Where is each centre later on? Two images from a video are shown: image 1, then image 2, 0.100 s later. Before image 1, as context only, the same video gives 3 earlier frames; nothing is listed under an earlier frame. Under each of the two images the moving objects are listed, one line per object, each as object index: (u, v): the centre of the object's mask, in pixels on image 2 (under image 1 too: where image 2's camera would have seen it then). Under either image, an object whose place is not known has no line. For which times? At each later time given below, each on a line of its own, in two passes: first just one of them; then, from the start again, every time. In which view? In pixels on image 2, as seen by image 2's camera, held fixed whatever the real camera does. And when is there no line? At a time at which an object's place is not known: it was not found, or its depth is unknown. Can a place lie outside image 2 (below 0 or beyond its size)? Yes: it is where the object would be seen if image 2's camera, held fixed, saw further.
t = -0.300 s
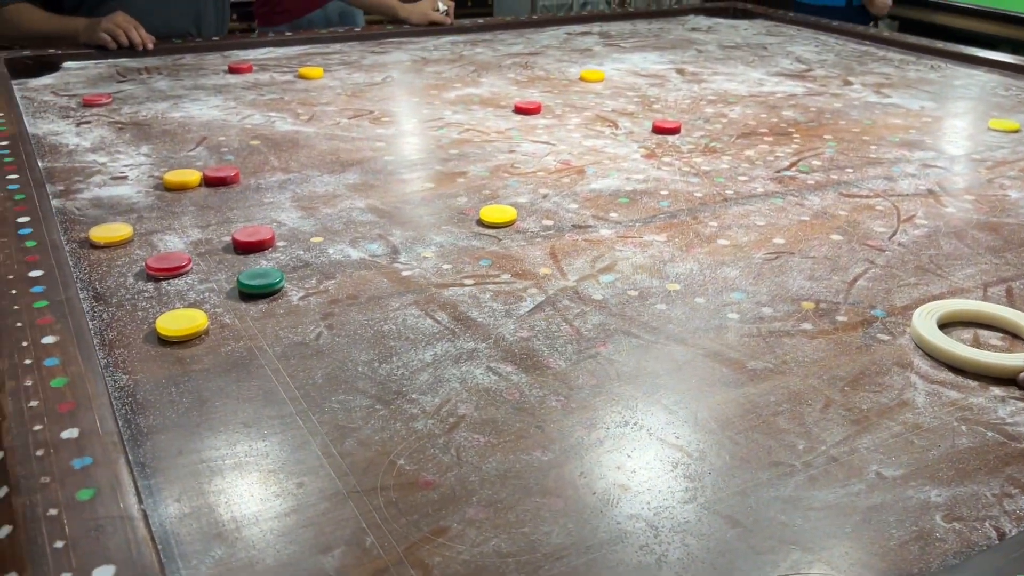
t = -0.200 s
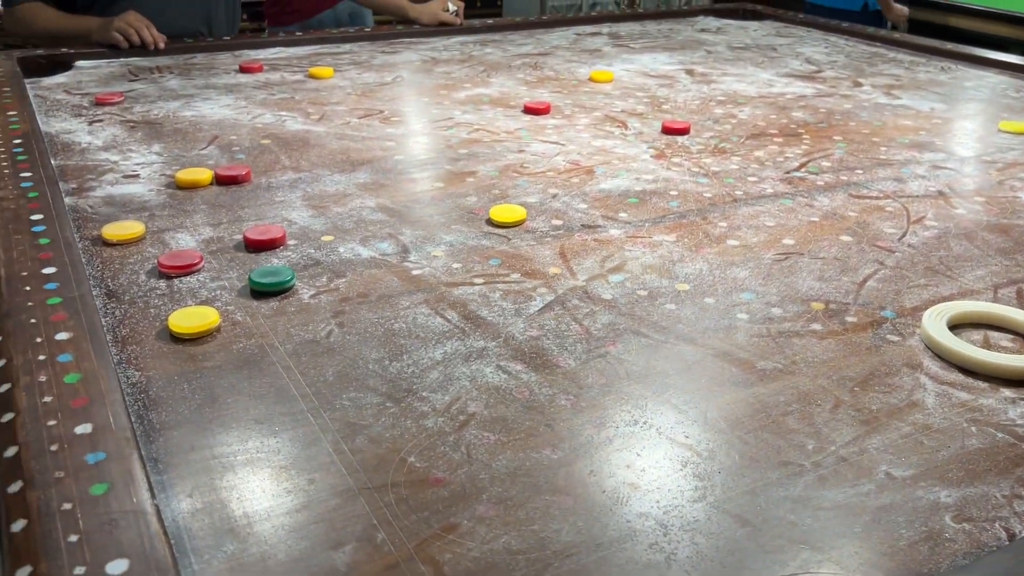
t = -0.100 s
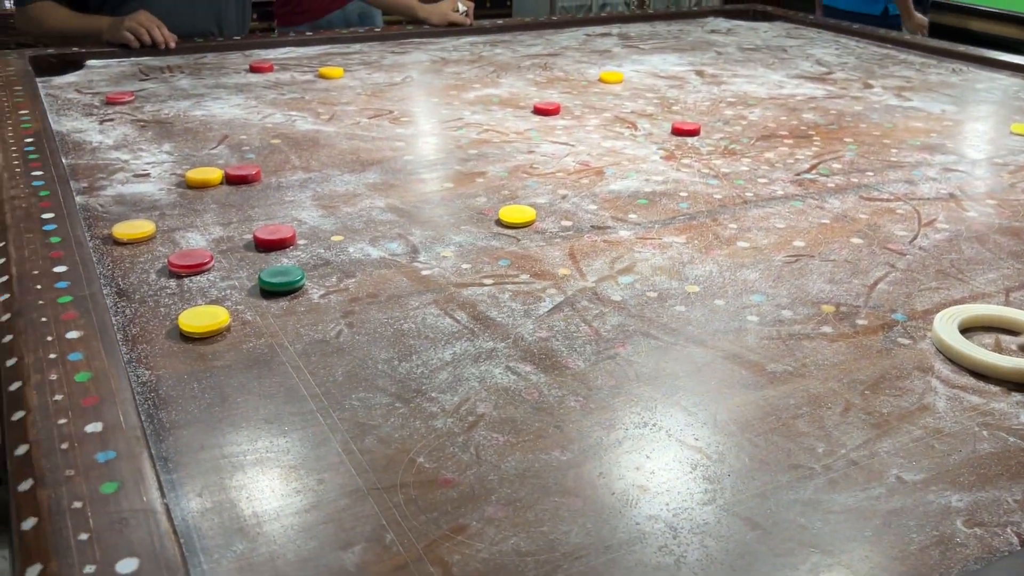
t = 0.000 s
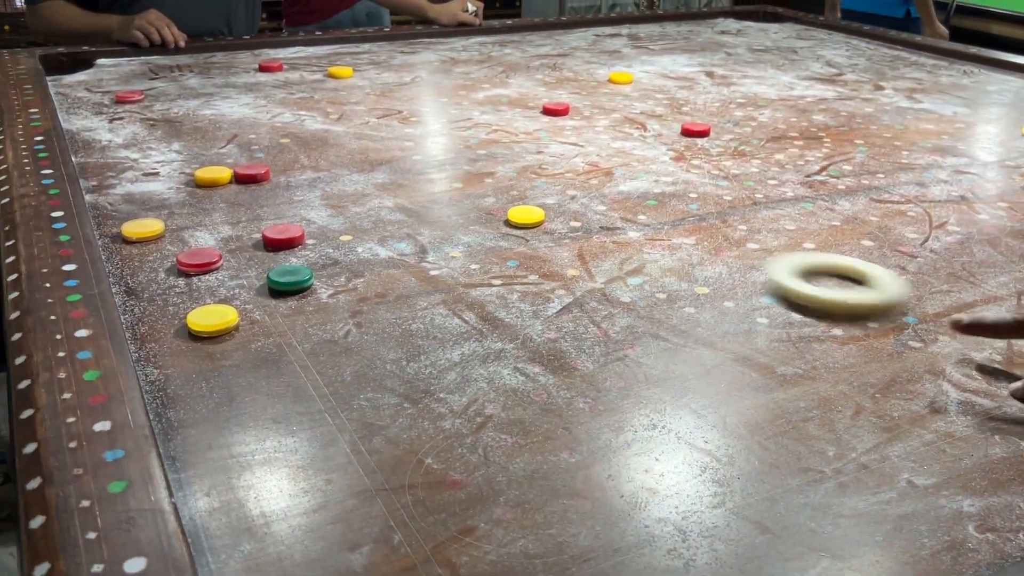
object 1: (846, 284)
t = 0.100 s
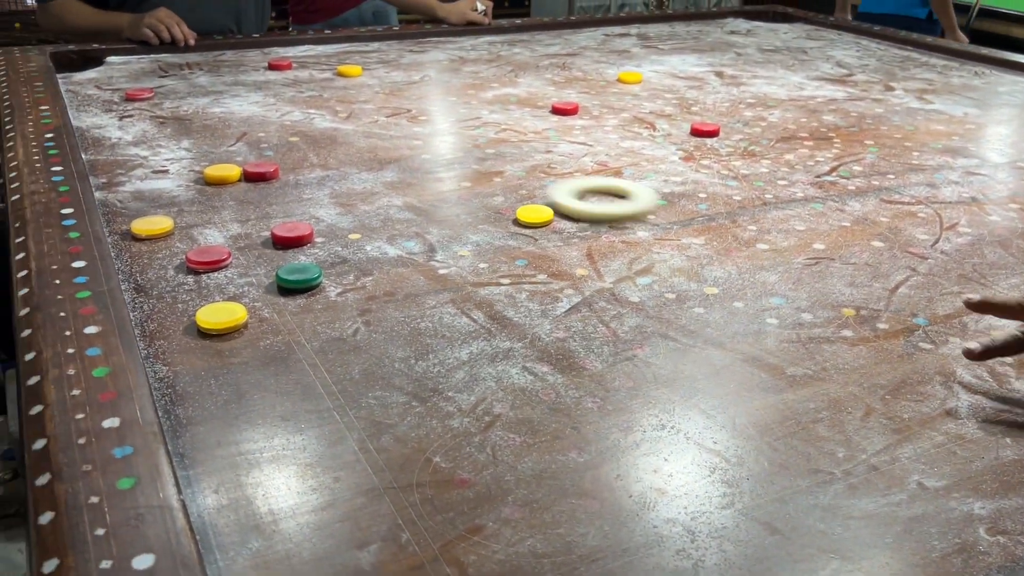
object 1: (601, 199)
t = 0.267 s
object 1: (354, 111)
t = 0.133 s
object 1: (540, 178)
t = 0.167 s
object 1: (487, 159)
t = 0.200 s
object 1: (438, 141)
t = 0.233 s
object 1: (393, 125)
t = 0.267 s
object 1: (354, 111)
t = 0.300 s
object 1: (317, 98)
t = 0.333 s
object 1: (284, 86)
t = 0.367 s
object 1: (253, 75)
